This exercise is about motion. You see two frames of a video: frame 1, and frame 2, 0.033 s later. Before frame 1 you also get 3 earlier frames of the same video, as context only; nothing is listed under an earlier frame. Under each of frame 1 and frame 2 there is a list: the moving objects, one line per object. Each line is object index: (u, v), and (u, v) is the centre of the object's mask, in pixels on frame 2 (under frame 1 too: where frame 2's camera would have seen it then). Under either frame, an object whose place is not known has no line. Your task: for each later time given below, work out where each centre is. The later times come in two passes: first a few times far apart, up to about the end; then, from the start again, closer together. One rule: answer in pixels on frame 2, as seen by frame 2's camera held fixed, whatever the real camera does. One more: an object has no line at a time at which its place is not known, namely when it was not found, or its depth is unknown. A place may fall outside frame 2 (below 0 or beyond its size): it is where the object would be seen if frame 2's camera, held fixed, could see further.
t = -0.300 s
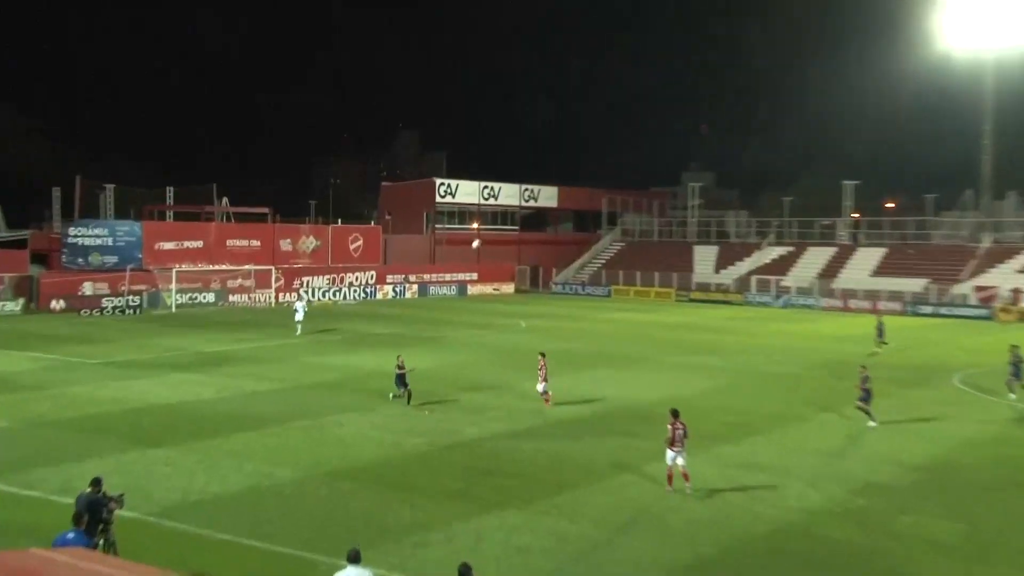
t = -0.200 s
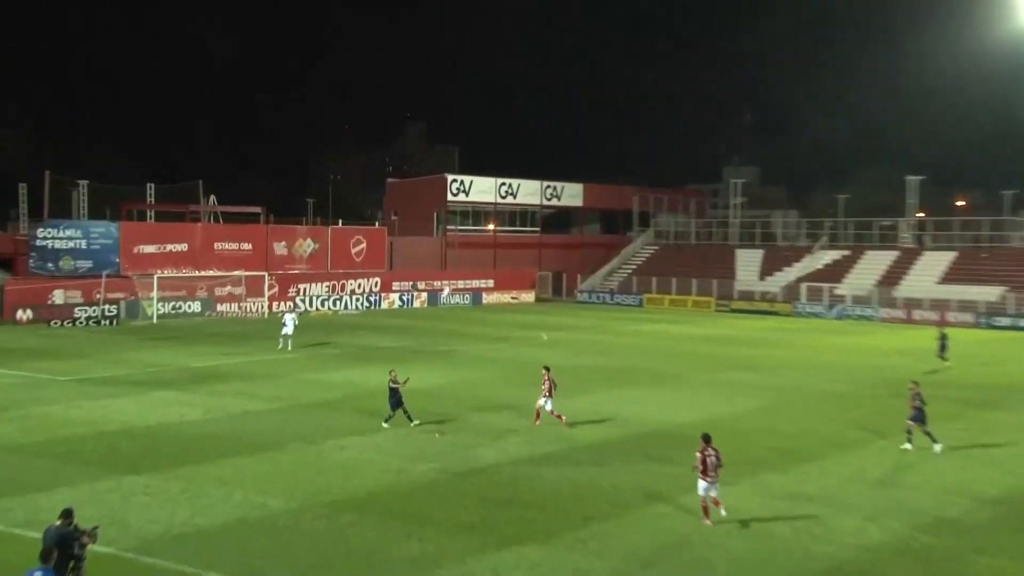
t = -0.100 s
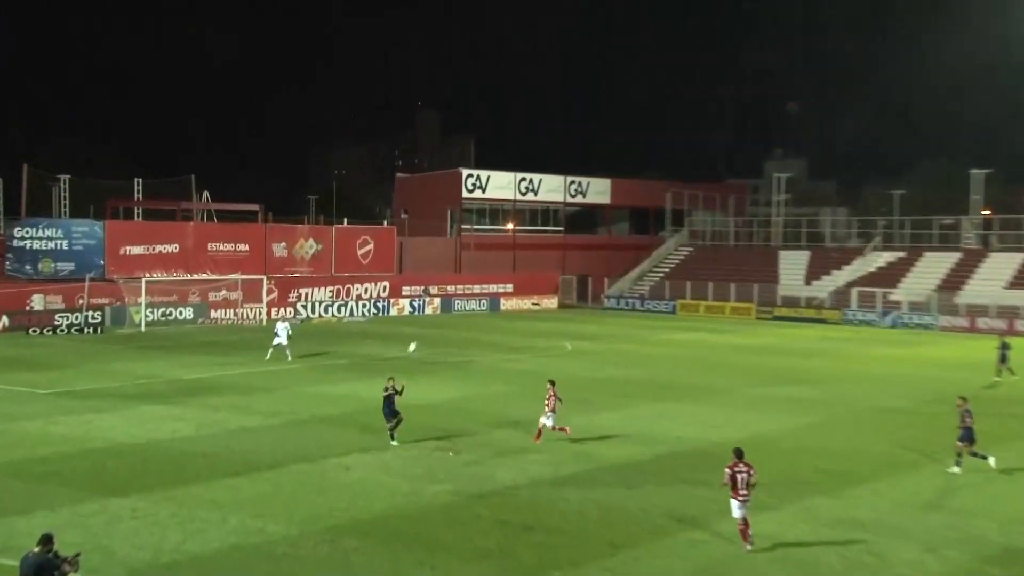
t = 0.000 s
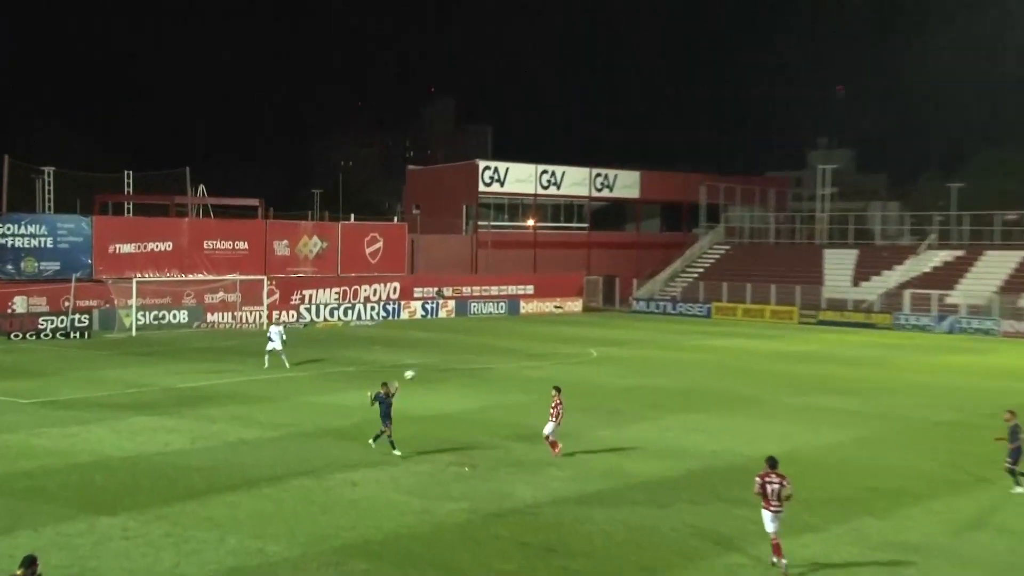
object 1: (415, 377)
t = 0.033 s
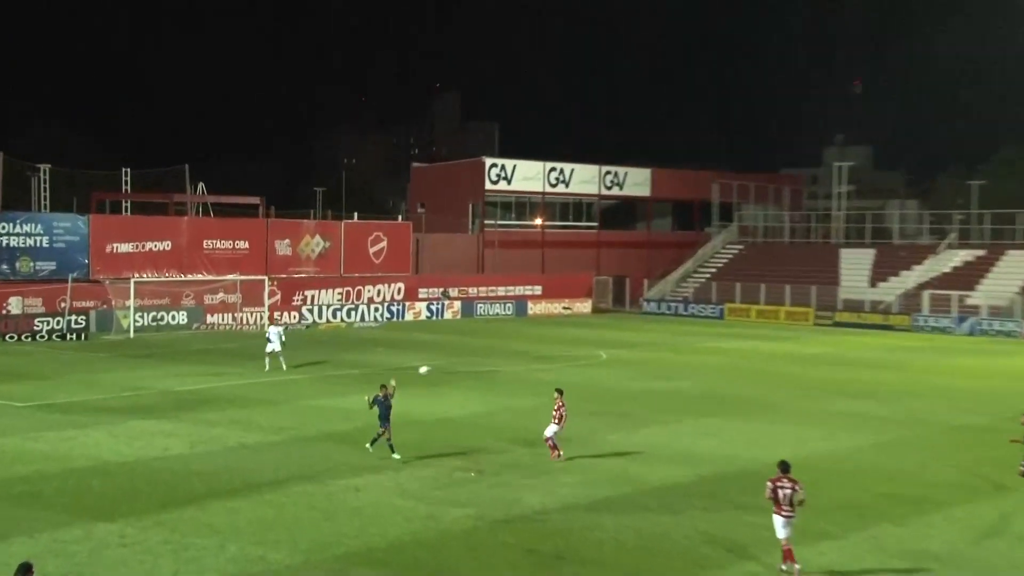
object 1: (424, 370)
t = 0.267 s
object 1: (503, 339)
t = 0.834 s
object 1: (696, 361)
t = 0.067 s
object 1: (434, 365)
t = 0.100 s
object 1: (444, 360)
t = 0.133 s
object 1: (455, 356)
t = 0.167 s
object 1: (466, 349)
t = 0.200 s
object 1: (478, 345)
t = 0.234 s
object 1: (491, 340)
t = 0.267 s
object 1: (503, 339)
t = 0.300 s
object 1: (516, 336)
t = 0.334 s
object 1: (530, 333)
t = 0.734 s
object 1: (666, 343)
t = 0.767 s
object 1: (676, 351)
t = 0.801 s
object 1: (685, 356)
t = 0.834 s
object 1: (696, 361)
